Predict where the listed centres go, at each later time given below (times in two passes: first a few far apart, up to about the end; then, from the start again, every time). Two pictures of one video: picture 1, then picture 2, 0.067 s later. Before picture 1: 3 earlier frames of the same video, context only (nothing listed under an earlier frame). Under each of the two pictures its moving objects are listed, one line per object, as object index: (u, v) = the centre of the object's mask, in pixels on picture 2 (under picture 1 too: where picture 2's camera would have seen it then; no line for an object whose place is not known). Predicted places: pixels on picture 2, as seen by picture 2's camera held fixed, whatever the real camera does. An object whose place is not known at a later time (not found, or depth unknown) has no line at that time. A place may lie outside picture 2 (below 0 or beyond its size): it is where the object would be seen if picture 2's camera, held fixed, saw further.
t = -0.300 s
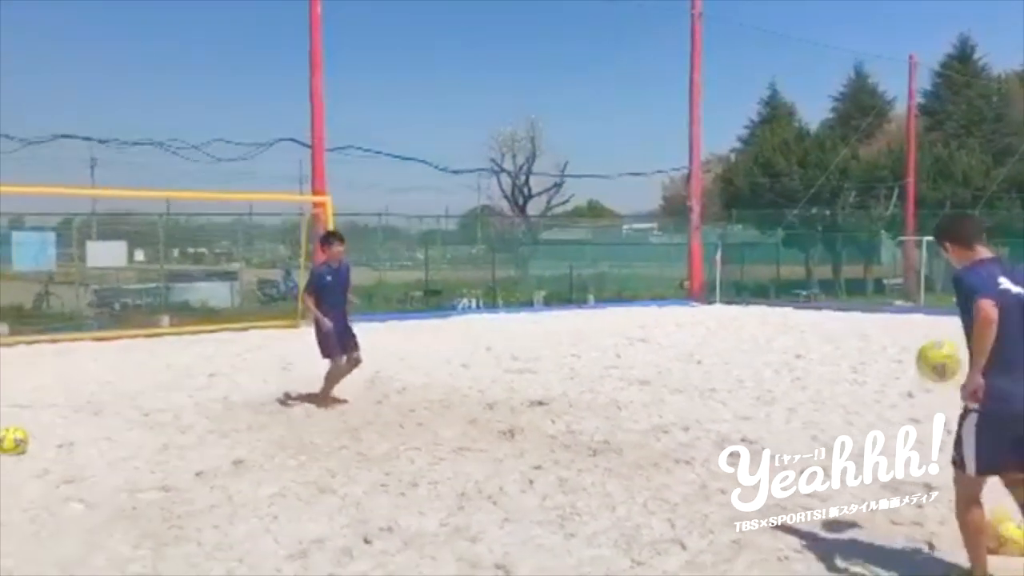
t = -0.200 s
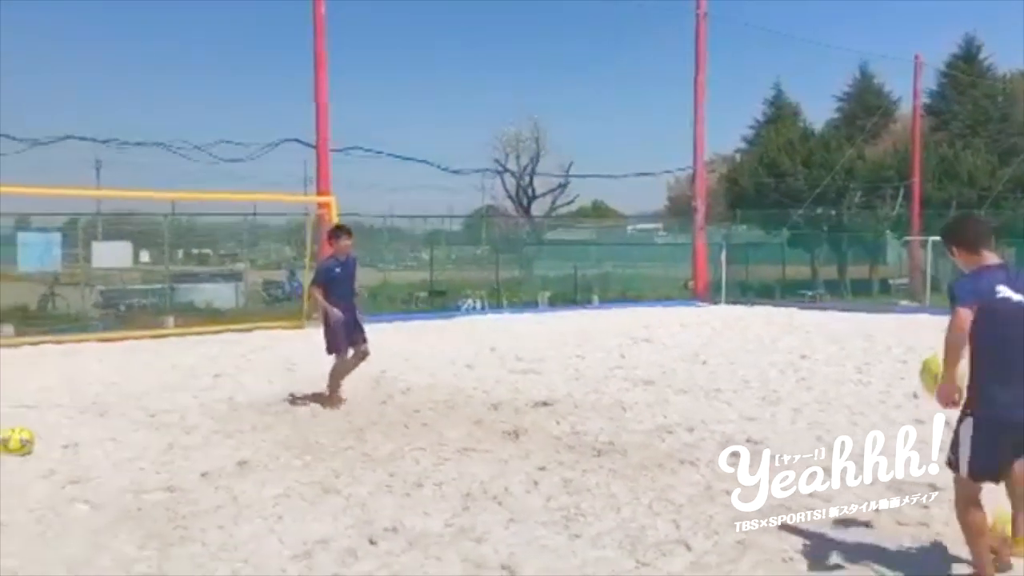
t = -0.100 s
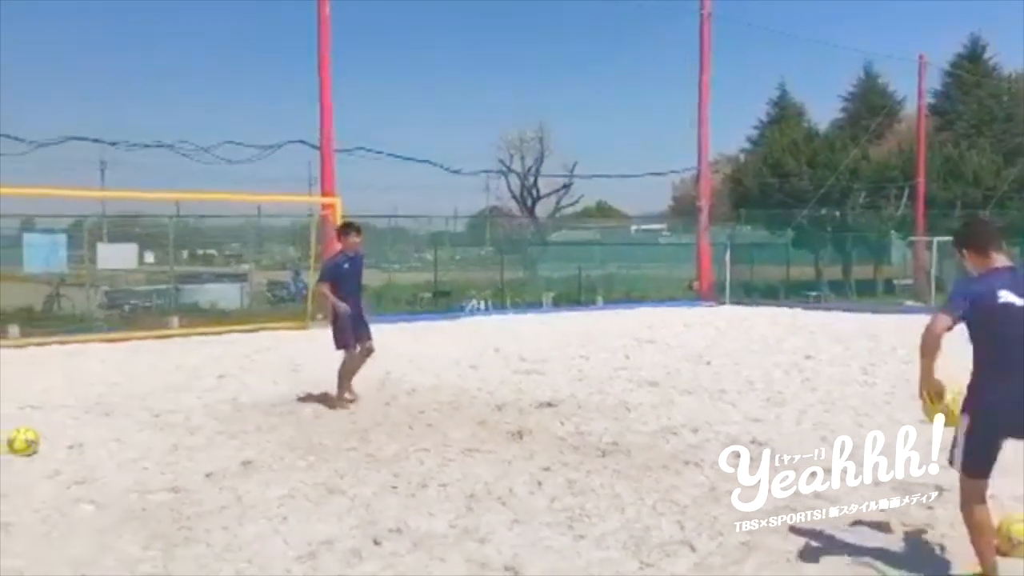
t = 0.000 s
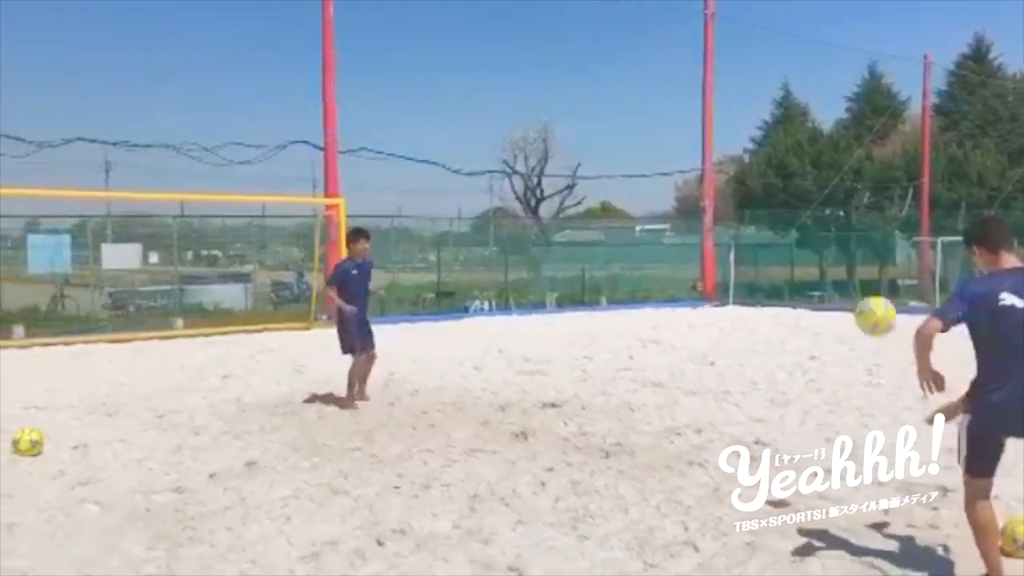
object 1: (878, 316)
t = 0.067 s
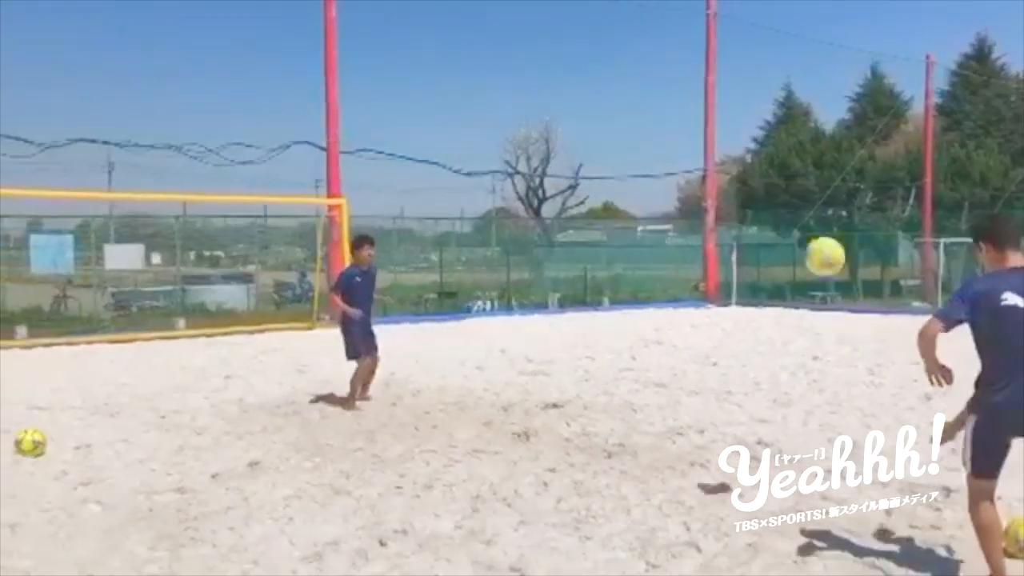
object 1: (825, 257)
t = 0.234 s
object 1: (709, 156)
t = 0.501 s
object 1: (561, 110)
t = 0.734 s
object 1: (463, 149)
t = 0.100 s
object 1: (800, 230)
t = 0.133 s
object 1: (775, 208)
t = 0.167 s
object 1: (752, 188)
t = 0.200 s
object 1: (730, 171)
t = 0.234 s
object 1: (709, 156)
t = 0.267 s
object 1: (688, 143)
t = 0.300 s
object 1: (667, 132)
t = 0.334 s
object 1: (648, 124)
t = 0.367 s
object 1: (629, 118)
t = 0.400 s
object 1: (611, 113)
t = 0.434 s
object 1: (593, 111)
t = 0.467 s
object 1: (577, 110)
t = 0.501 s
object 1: (561, 110)
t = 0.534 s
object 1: (546, 112)
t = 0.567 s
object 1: (531, 115)
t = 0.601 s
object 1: (516, 119)
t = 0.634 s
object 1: (502, 126)
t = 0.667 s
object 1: (488, 133)
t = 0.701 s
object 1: (476, 141)
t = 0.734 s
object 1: (463, 149)
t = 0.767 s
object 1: (451, 160)
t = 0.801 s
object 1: (439, 172)
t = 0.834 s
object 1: (427, 184)
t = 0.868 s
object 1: (416, 197)
